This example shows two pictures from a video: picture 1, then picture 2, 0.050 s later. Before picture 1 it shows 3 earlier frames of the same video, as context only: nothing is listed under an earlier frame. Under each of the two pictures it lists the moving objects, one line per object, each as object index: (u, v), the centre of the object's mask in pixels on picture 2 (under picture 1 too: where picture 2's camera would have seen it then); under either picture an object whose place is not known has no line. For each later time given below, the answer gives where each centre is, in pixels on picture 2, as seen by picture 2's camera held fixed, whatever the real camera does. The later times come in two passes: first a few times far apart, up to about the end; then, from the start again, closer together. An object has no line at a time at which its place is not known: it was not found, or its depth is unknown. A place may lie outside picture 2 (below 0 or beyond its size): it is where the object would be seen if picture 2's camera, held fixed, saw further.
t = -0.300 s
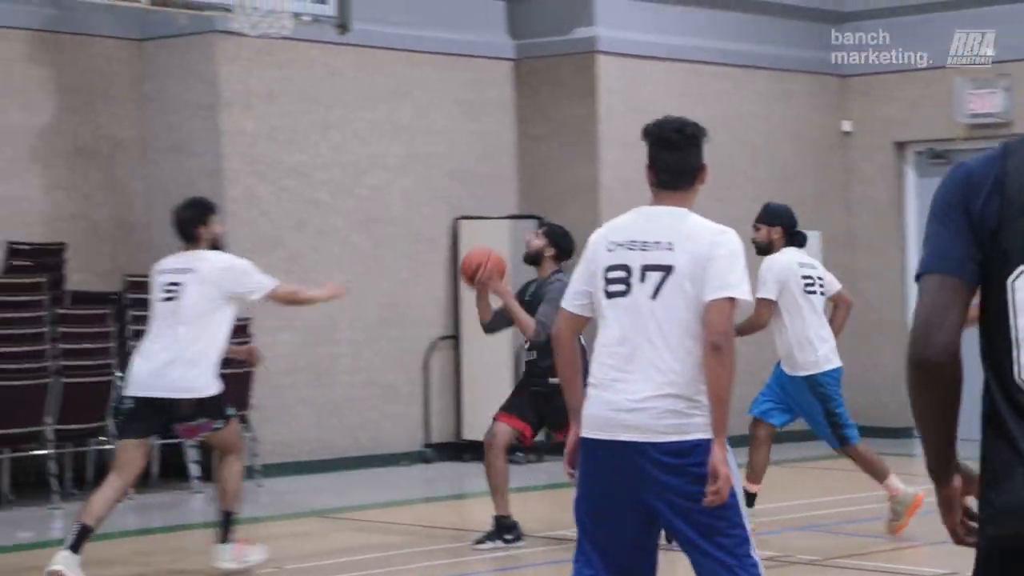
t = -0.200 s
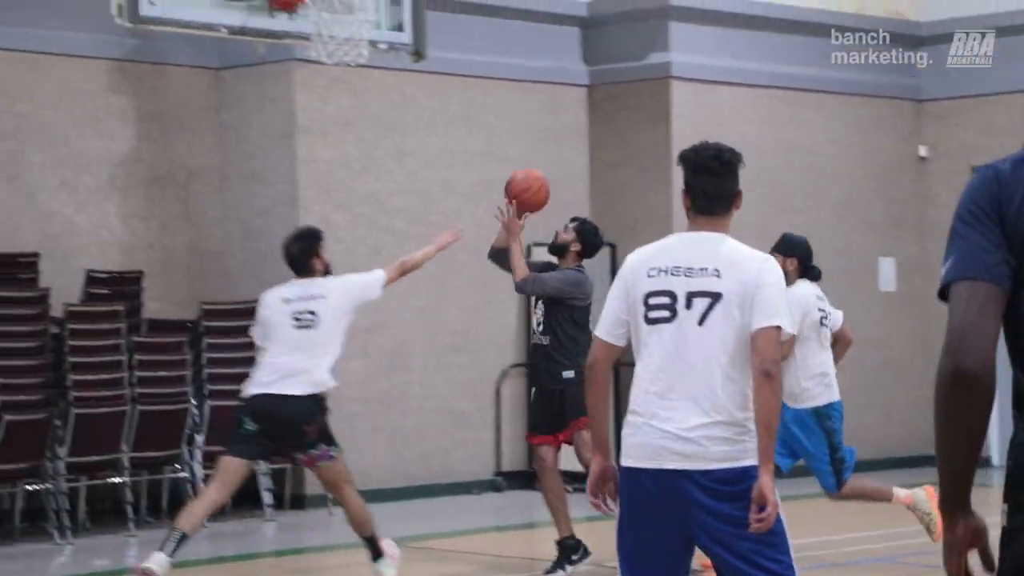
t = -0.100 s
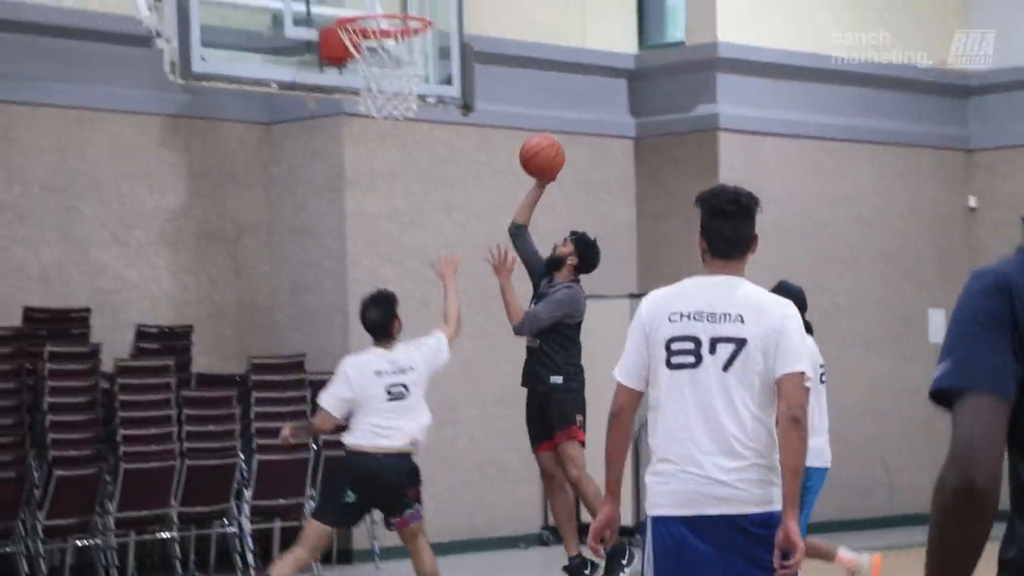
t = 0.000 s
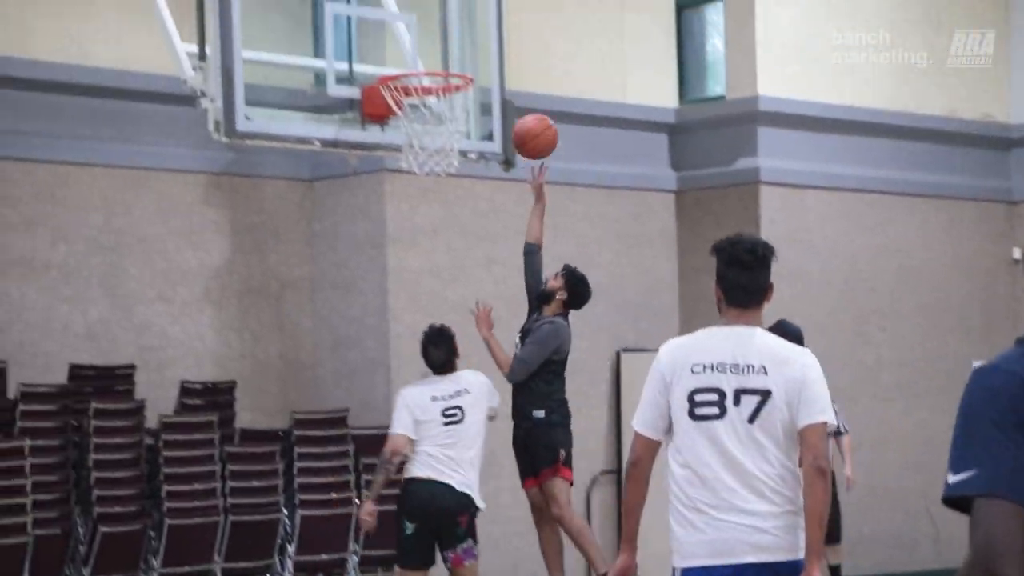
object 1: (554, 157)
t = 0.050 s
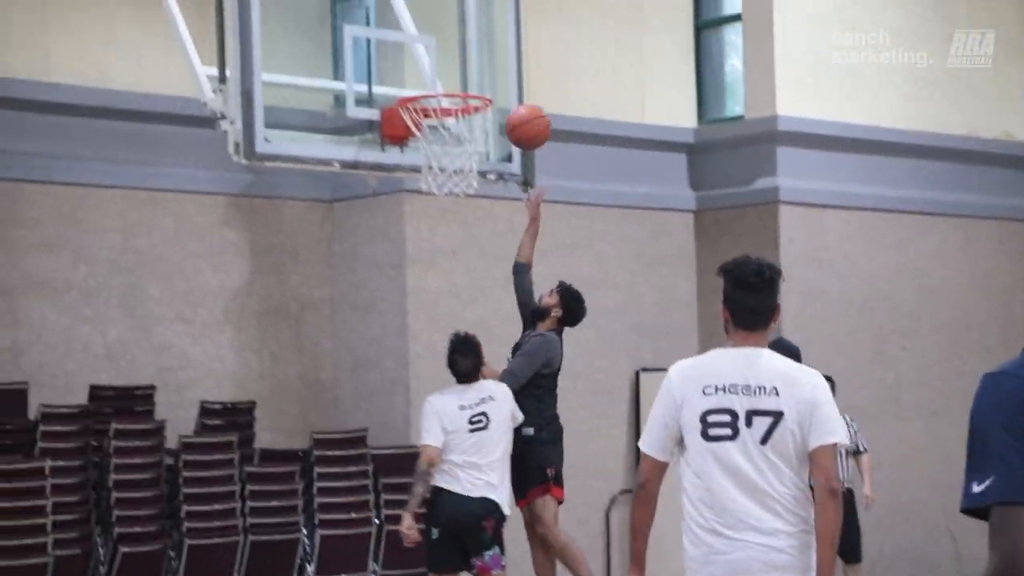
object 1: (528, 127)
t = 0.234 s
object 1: (455, 59)
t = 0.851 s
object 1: (448, 176)
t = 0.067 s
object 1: (519, 118)
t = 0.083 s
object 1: (512, 110)
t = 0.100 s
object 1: (505, 100)
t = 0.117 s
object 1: (496, 91)
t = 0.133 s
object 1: (486, 84)
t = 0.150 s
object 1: (477, 78)
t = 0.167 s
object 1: (468, 74)
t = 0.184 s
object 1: (460, 69)
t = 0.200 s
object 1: (457, 65)
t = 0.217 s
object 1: (456, 61)
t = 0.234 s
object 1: (455, 59)
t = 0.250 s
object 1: (454, 56)
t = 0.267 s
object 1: (453, 54)
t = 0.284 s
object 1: (453, 53)
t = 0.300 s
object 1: (452, 52)
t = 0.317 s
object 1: (451, 52)
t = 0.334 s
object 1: (450, 52)
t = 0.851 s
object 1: (448, 176)
